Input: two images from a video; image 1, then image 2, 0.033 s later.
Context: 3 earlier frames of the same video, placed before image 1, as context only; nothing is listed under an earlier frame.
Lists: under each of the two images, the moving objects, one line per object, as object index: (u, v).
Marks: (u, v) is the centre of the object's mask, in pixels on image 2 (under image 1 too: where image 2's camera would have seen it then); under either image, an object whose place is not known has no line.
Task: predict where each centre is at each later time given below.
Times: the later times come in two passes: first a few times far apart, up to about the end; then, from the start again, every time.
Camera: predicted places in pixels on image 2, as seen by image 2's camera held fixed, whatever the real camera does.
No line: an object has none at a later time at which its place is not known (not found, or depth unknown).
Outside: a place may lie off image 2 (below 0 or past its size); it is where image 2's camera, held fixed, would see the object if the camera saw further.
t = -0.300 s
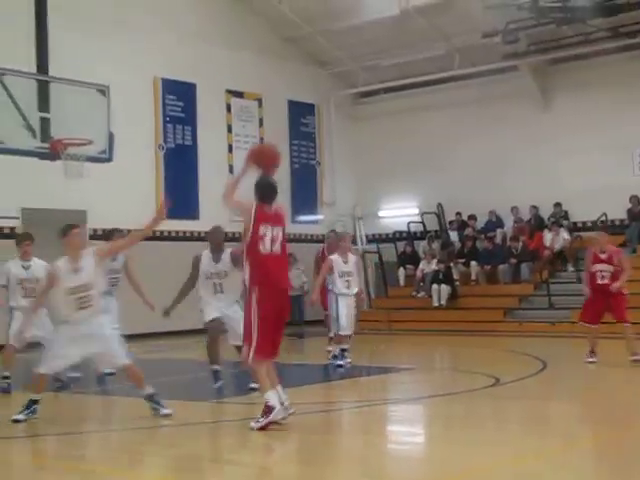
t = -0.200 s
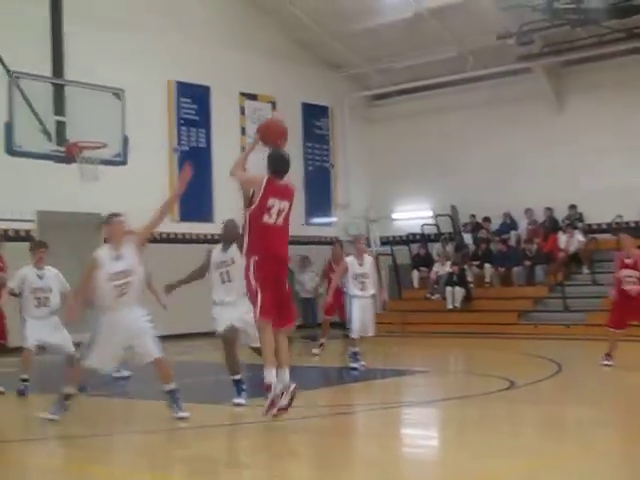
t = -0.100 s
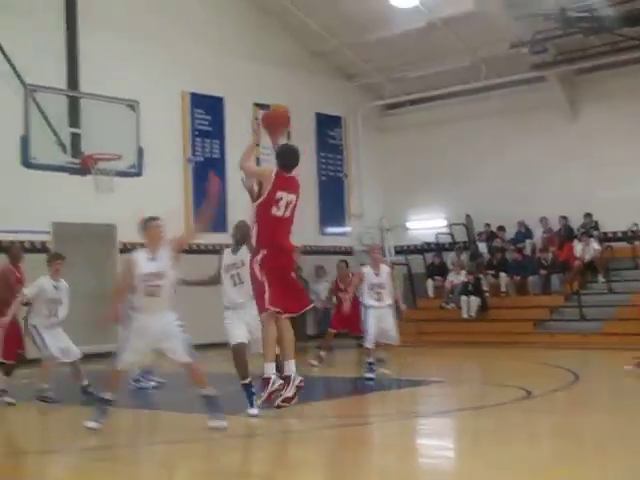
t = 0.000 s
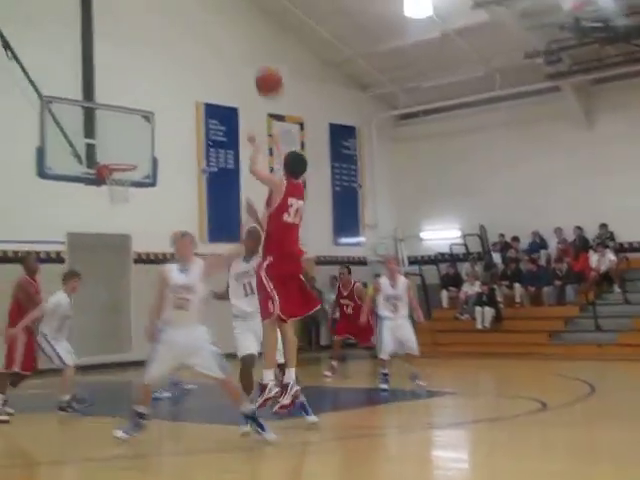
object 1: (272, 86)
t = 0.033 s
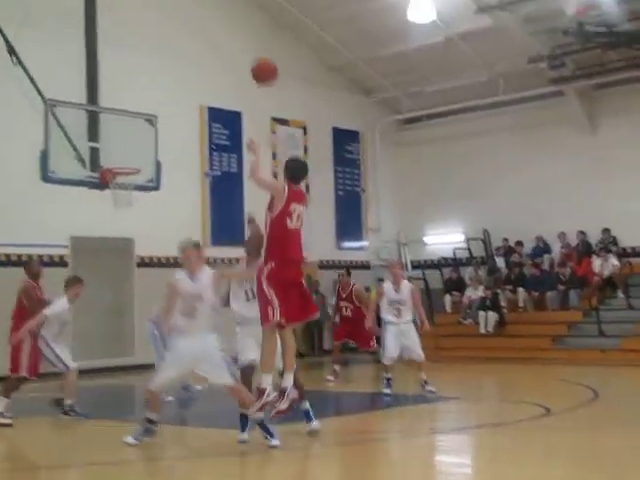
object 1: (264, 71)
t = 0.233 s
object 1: (226, 14)
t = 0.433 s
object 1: (196, 2)
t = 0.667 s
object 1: (169, 30)
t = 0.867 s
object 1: (150, 82)
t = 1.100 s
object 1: (133, 164)
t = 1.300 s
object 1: (90, 133)
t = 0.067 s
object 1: (257, 58)
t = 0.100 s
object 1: (250, 46)
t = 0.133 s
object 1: (244, 36)
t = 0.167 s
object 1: (238, 28)
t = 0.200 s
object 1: (231, 20)
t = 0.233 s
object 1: (226, 14)
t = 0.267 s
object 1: (220, 10)
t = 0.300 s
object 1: (215, 6)
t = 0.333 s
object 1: (210, 3)
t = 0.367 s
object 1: (205, 2)
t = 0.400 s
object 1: (200, 1)
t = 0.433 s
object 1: (196, 2)
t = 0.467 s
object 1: (192, 3)
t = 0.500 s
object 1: (187, 6)
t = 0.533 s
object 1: (183, 9)
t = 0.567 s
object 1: (180, 13)
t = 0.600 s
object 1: (176, 18)
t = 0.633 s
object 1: (172, 24)
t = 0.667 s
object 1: (169, 30)
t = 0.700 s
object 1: (165, 37)
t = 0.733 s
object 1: (162, 45)
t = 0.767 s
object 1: (159, 53)
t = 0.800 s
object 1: (156, 62)
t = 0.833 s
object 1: (153, 72)
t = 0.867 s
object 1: (150, 82)
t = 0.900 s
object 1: (148, 92)
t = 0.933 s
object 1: (145, 103)
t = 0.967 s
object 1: (144, 116)
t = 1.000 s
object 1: (140, 129)
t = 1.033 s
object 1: (138, 141)
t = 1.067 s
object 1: (135, 155)
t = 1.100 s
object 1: (133, 164)
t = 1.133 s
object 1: (123, 157)
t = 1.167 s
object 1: (114, 151)
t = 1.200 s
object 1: (106, 146)
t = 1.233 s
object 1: (99, 141)
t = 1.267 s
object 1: (91, 136)
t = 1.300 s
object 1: (90, 133)
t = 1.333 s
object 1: (87, 129)
